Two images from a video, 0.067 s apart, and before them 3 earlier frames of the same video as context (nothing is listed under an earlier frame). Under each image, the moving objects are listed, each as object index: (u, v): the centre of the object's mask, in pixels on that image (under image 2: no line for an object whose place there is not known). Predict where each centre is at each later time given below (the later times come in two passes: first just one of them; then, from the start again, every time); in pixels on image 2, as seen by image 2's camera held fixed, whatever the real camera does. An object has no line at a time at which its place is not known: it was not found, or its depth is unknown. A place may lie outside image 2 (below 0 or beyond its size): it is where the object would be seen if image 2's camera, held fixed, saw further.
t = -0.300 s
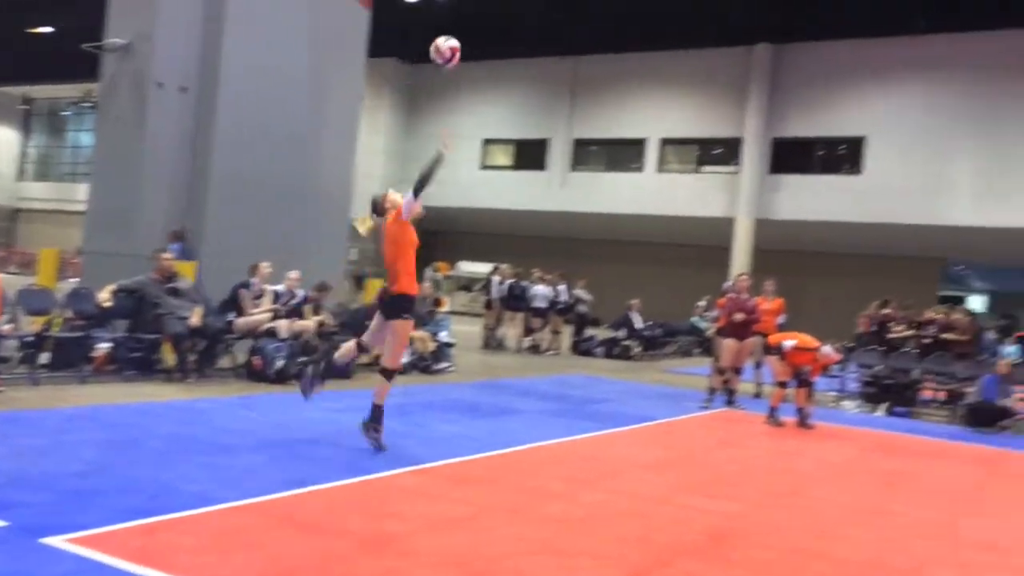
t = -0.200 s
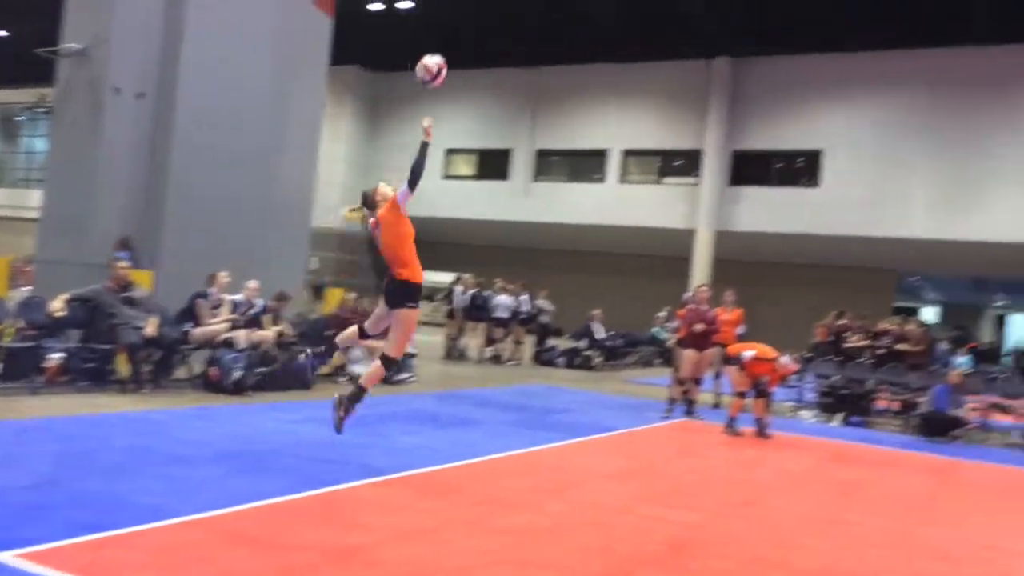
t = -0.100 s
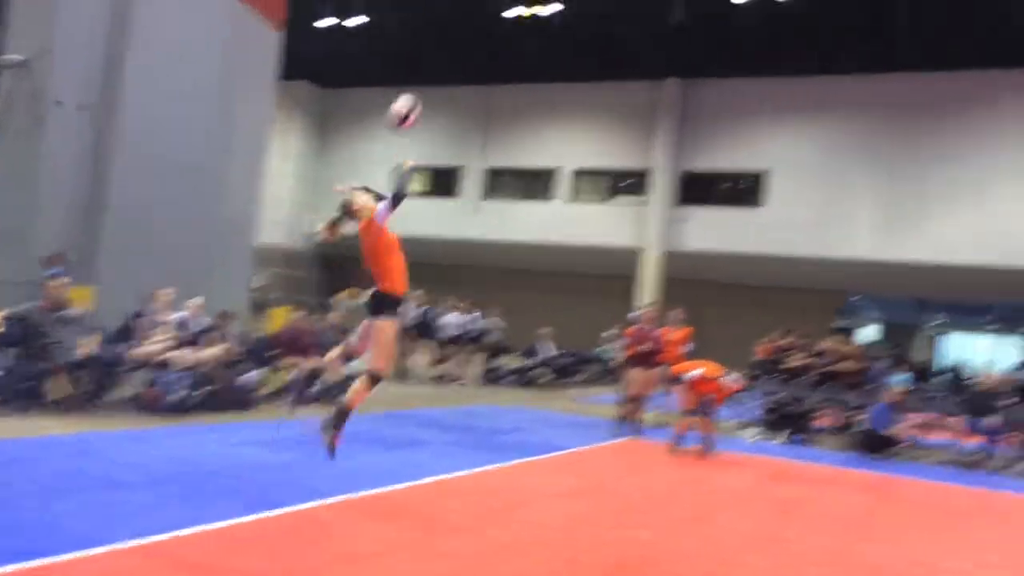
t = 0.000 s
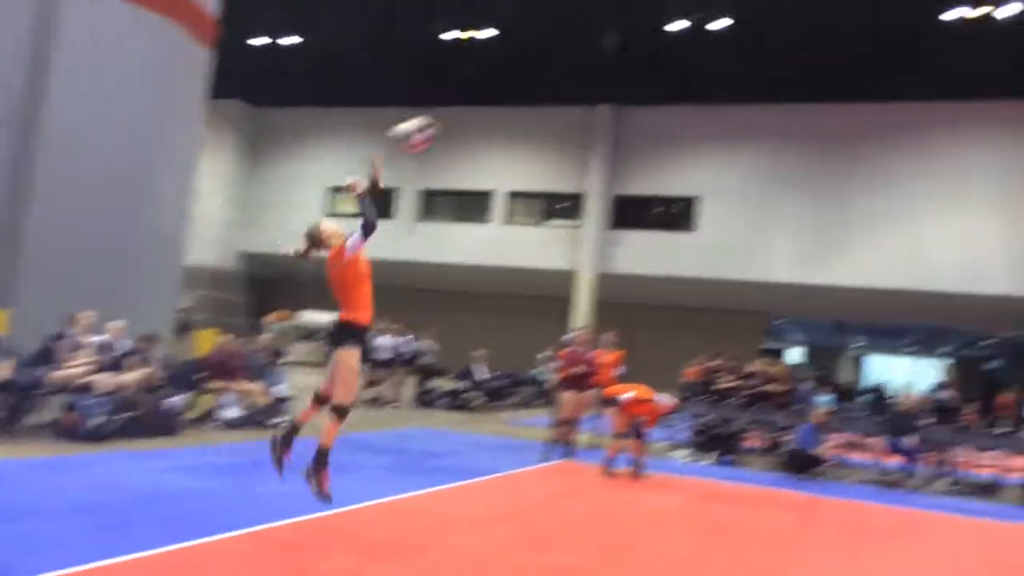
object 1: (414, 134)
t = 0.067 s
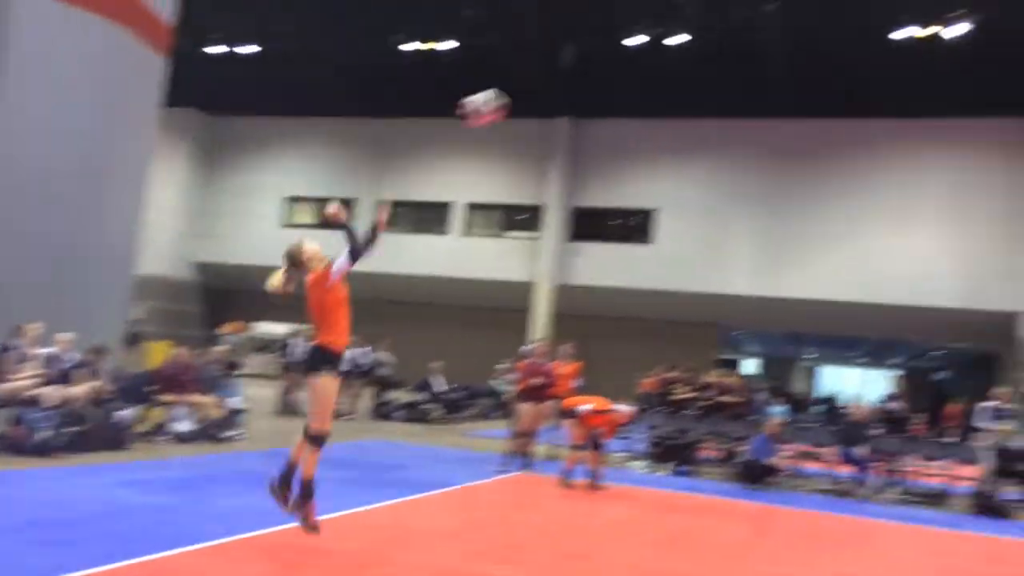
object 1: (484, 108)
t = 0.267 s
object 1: (839, 24)
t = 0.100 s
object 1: (539, 93)
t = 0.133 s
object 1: (597, 77)
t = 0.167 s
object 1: (655, 62)
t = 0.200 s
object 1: (715, 48)
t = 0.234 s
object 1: (777, 36)
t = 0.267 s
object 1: (839, 24)
